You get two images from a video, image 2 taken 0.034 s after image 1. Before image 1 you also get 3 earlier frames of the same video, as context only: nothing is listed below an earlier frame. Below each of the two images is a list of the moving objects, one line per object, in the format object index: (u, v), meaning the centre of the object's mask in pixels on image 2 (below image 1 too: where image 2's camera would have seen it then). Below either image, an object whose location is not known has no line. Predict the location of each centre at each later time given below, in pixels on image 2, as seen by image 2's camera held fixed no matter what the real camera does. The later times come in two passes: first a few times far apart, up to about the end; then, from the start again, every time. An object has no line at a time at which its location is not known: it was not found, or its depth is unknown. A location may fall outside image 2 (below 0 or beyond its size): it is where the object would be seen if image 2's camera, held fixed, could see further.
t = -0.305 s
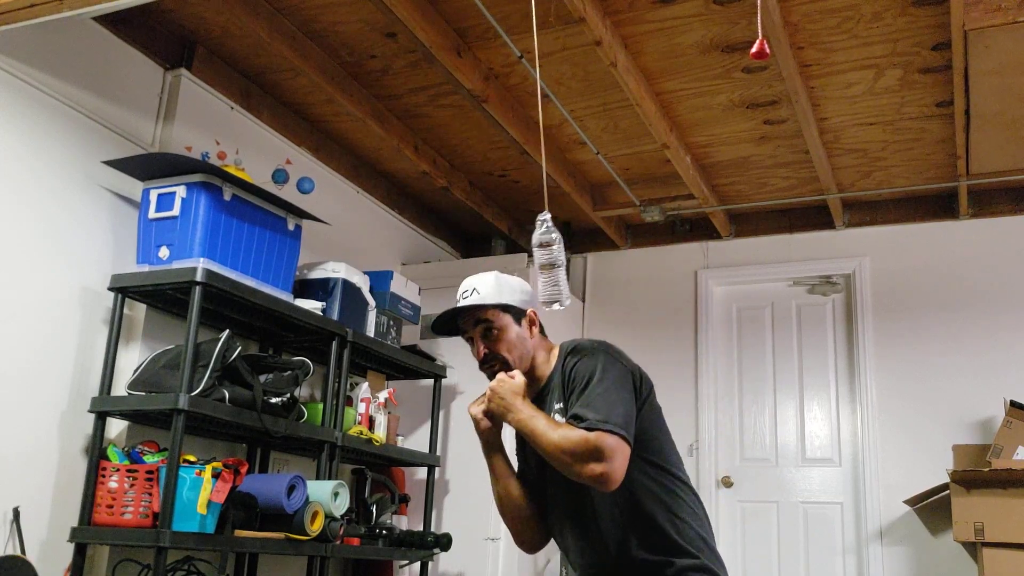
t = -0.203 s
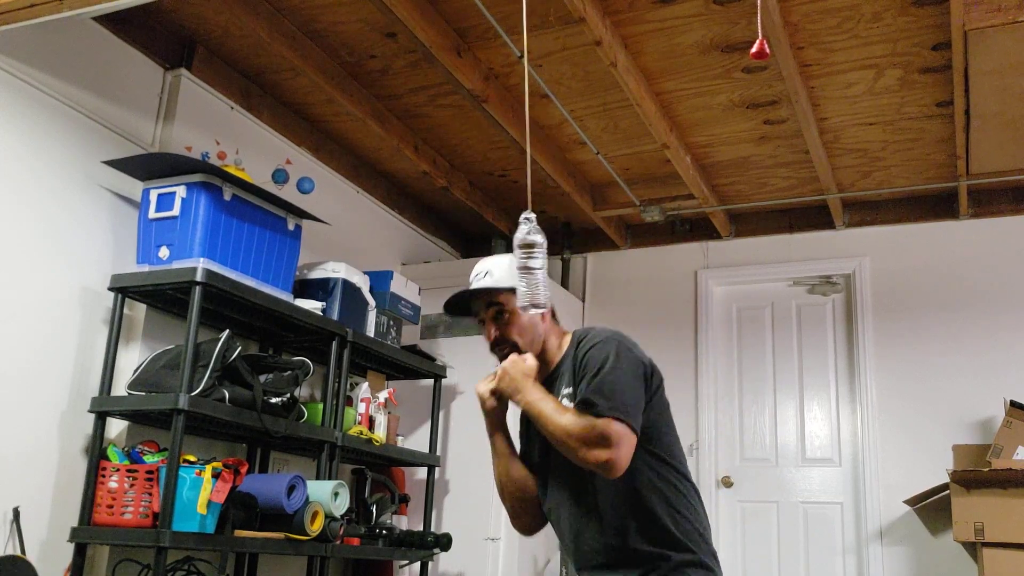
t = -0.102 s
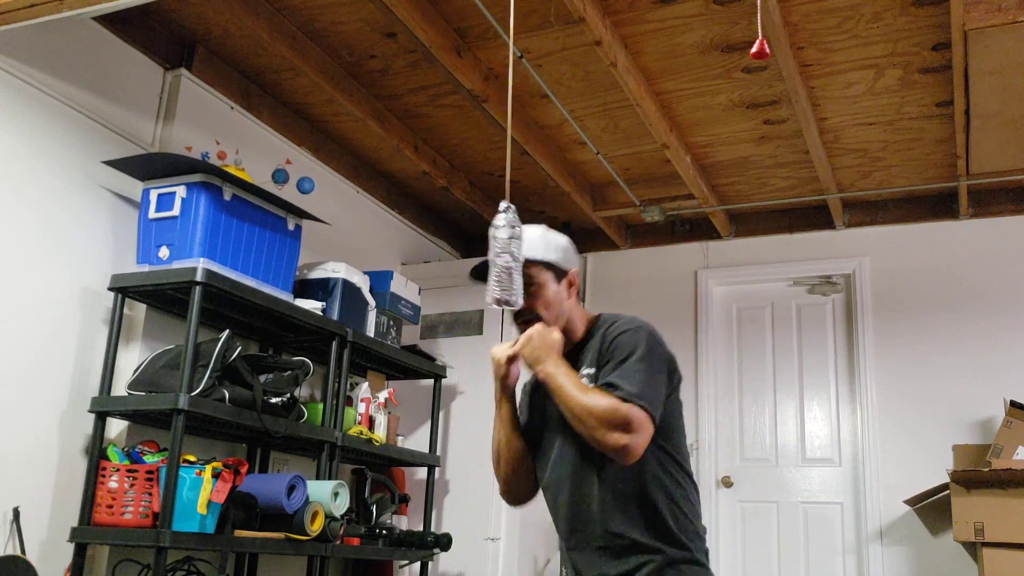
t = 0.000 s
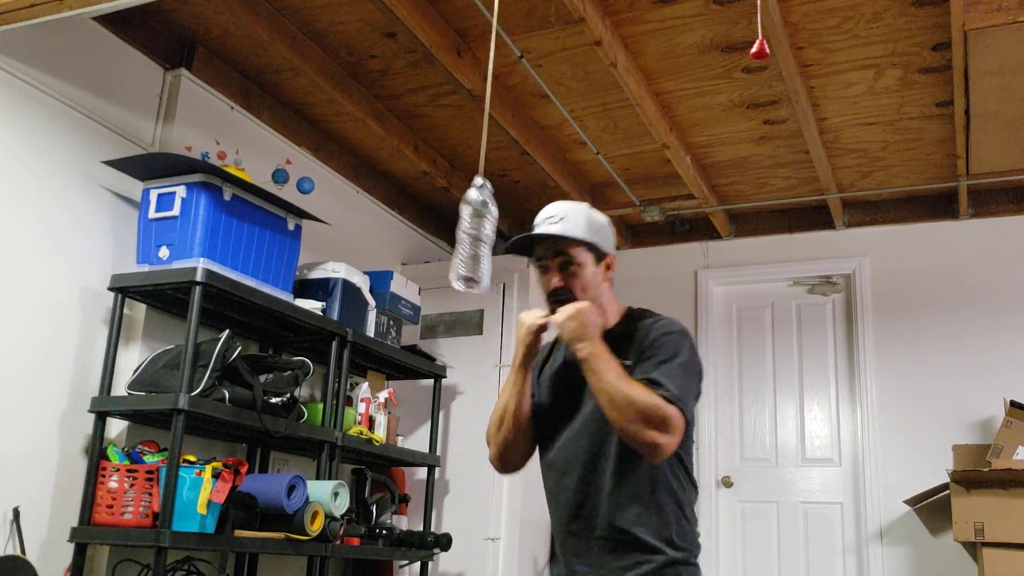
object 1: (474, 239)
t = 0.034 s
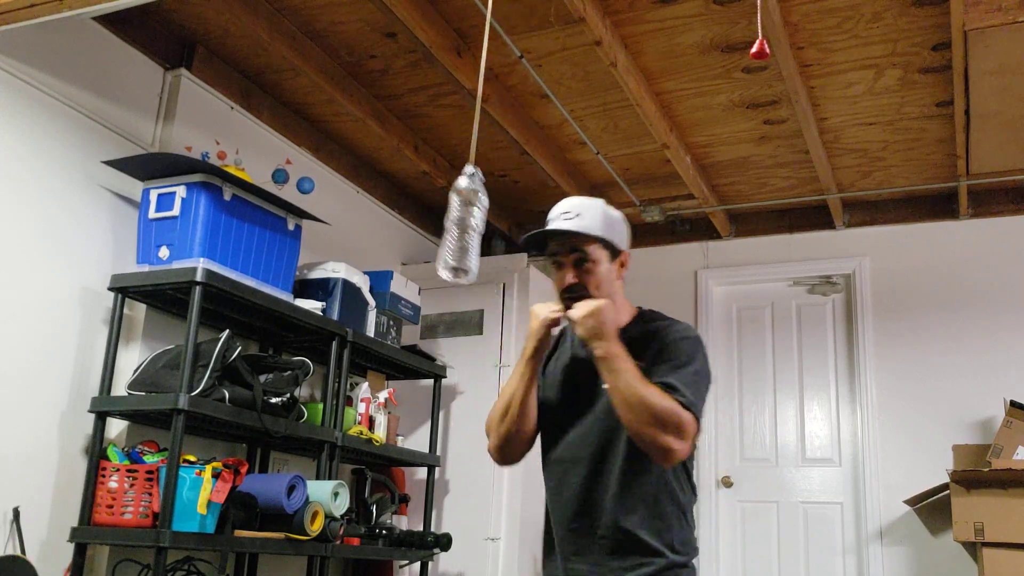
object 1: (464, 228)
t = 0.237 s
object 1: (398, 131)
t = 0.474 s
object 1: (361, 44)
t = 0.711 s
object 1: (395, 98)
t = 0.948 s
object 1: (473, 217)
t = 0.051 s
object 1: (457, 222)
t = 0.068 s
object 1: (452, 216)
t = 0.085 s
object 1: (446, 208)
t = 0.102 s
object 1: (441, 201)
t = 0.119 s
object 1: (435, 193)
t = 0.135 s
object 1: (430, 185)
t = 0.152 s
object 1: (424, 176)
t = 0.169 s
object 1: (418, 168)
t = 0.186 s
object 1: (413, 159)
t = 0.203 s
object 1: (407, 150)
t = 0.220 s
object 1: (403, 141)
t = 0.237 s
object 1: (398, 131)
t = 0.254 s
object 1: (393, 122)
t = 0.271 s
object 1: (388, 114)
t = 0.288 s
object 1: (385, 105)
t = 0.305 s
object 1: (380, 97)
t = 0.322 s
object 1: (377, 89)
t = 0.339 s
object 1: (374, 81)
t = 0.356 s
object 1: (371, 73)
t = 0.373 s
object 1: (369, 67)
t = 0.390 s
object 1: (367, 61)
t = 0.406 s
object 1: (364, 56)
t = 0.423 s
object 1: (363, 51)
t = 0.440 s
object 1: (362, 48)
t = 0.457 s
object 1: (362, 45)
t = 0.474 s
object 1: (361, 44)
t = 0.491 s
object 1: (361, 42)
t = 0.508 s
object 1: (361, 42)
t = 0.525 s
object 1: (362, 43)
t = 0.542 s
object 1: (363, 44)
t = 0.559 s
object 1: (366, 45)
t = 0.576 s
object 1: (368, 48)
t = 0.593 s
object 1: (370, 51)
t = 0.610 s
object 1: (372, 56)
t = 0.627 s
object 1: (376, 62)
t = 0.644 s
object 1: (379, 68)
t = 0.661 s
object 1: (383, 74)
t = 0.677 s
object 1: (387, 82)
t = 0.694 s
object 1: (391, 90)
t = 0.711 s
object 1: (395, 98)
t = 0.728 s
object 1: (400, 107)
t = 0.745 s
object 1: (405, 116)
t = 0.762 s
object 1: (411, 124)
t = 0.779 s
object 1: (416, 133)
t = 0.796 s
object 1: (421, 143)
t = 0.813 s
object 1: (426, 152)
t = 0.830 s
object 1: (432, 161)
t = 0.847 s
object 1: (438, 170)
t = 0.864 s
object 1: (444, 178)
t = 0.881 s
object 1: (450, 187)
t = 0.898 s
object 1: (455, 195)
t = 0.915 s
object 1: (461, 203)
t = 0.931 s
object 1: (467, 210)
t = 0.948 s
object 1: (473, 217)
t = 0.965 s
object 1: (478, 223)
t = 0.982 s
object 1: (483, 229)
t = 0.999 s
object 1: (488, 235)
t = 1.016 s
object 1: (493, 240)
